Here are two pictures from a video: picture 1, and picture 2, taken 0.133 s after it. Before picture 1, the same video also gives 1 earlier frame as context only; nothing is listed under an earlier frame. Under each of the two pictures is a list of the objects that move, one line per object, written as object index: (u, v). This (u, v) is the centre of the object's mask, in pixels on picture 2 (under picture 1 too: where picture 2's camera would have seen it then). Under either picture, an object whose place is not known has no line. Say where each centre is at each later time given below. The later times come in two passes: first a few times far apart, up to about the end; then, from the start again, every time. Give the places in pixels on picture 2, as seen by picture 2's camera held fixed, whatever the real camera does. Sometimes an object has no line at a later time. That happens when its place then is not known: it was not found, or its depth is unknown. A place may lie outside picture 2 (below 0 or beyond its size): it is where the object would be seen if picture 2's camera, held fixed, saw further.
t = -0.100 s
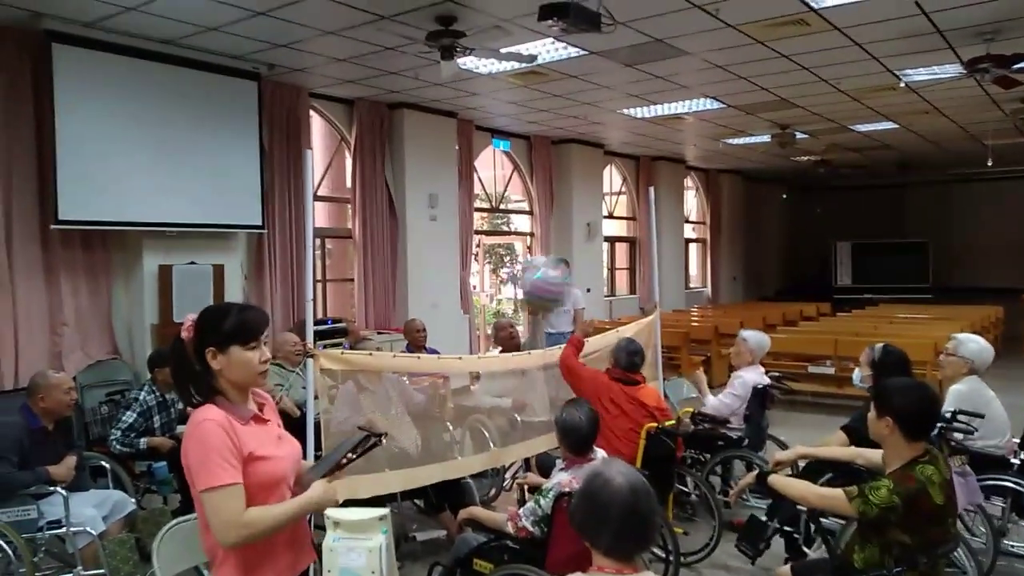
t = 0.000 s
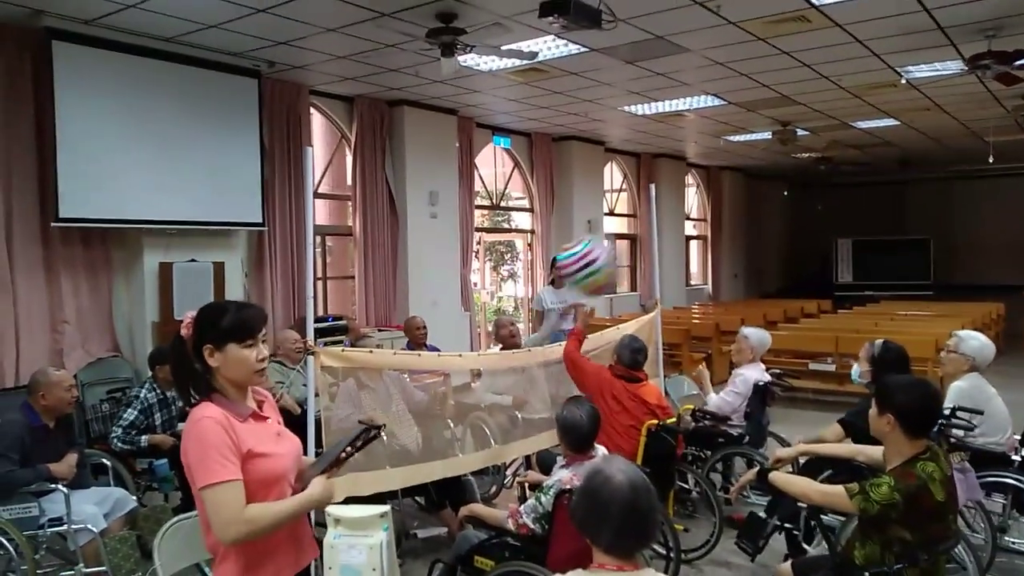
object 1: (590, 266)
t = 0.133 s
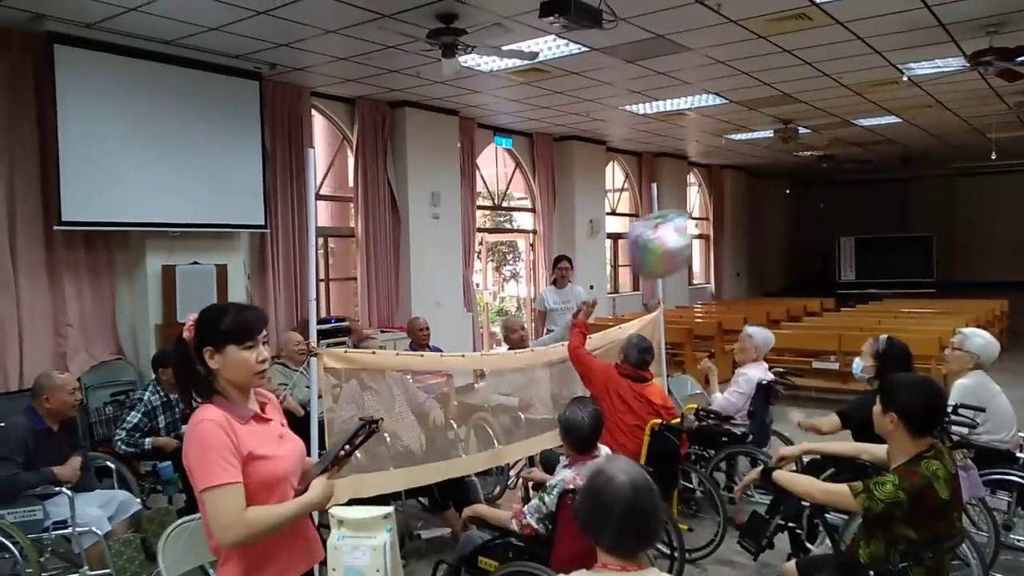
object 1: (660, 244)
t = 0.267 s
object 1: (709, 224)
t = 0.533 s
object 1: (770, 199)
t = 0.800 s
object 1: (819, 208)
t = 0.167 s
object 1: (674, 239)
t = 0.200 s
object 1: (687, 234)
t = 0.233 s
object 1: (699, 229)
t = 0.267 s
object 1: (709, 224)
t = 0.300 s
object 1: (720, 219)
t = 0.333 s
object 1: (729, 216)
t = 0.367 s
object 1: (736, 212)
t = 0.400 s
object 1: (743, 208)
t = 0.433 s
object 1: (750, 206)
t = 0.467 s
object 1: (757, 203)
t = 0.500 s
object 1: (763, 201)
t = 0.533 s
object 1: (770, 199)
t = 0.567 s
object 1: (776, 198)
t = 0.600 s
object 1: (782, 197)
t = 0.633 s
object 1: (789, 197)
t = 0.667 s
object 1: (794, 198)
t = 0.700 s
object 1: (801, 200)
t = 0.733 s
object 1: (807, 202)
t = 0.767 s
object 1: (813, 204)
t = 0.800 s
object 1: (819, 208)
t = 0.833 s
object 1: (825, 212)
